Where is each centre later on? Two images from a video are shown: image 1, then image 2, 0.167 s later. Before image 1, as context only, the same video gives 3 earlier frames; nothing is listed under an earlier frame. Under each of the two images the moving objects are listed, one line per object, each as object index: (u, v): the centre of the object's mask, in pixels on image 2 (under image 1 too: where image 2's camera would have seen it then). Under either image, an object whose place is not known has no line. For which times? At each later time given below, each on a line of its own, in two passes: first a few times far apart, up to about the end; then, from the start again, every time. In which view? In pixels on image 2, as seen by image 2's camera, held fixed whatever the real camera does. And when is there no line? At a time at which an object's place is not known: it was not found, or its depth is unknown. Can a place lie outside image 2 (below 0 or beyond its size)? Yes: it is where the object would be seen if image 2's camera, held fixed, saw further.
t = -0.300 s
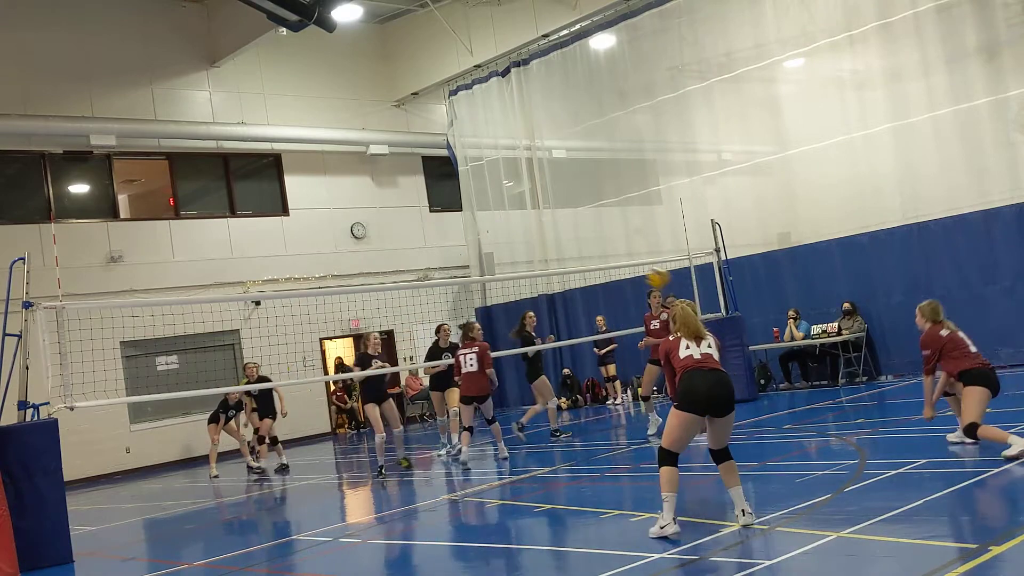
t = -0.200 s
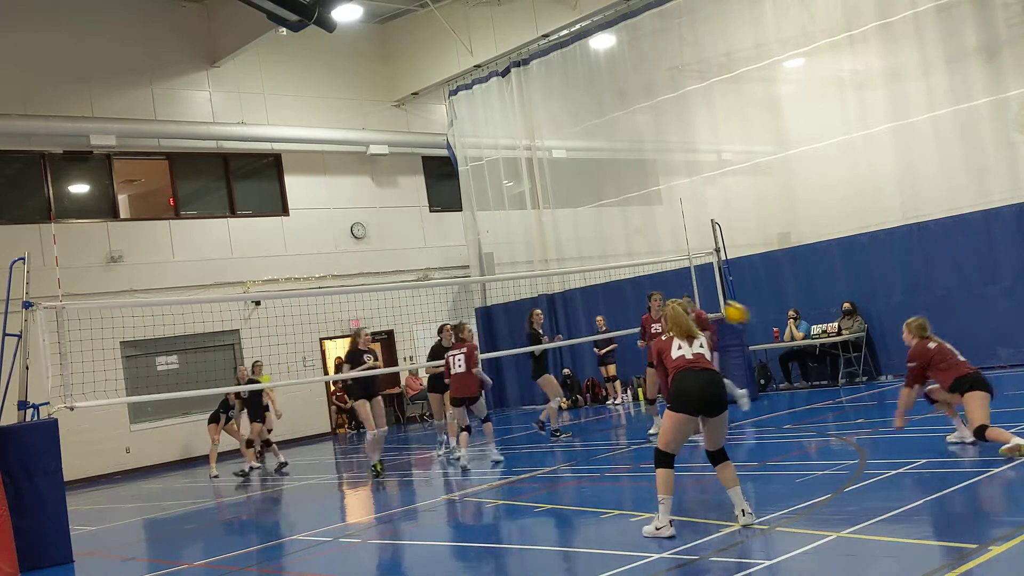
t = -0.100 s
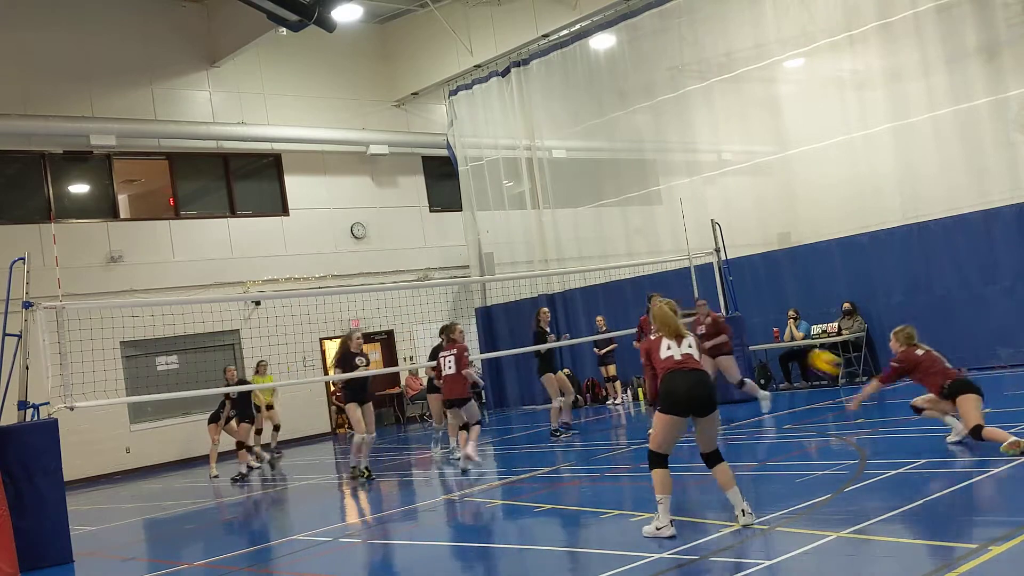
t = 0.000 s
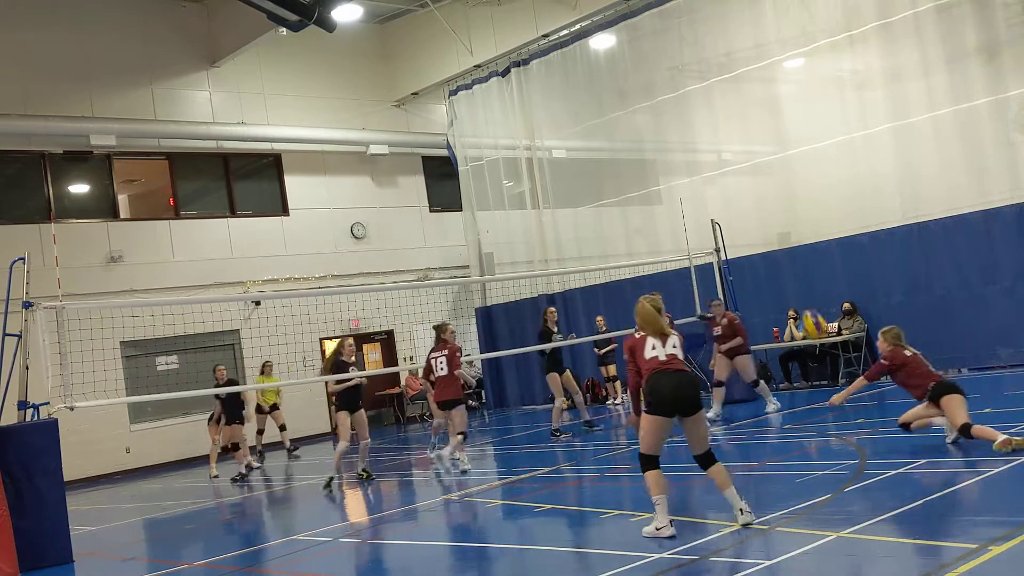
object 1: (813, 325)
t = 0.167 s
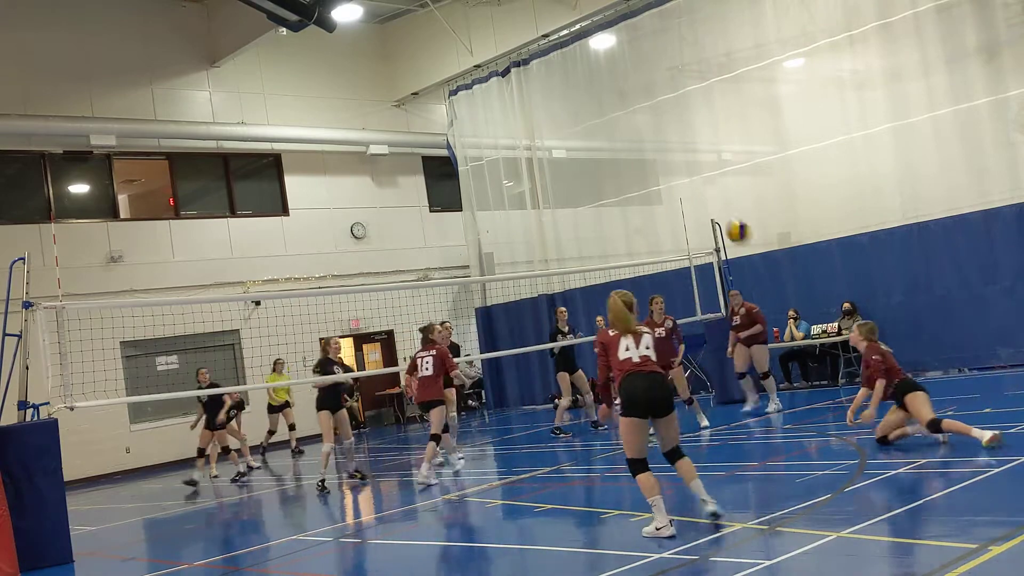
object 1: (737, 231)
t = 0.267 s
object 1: (697, 191)
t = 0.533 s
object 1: (609, 141)
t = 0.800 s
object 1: (540, 162)
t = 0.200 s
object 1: (724, 217)
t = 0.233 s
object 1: (710, 203)
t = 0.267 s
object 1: (697, 191)
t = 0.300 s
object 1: (685, 181)
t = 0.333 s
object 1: (673, 172)
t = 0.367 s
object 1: (662, 163)
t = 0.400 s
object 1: (651, 156)
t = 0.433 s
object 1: (640, 151)
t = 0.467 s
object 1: (629, 146)
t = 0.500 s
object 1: (619, 143)
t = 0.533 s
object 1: (609, 141)
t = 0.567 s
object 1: (600, 140)
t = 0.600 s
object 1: (591, 139)
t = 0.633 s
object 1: (582, 141)
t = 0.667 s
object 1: (572, 143)
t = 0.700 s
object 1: (564, 146)
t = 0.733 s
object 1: (556, 150)
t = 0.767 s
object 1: (547, 156)
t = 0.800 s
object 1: (540, 162)
